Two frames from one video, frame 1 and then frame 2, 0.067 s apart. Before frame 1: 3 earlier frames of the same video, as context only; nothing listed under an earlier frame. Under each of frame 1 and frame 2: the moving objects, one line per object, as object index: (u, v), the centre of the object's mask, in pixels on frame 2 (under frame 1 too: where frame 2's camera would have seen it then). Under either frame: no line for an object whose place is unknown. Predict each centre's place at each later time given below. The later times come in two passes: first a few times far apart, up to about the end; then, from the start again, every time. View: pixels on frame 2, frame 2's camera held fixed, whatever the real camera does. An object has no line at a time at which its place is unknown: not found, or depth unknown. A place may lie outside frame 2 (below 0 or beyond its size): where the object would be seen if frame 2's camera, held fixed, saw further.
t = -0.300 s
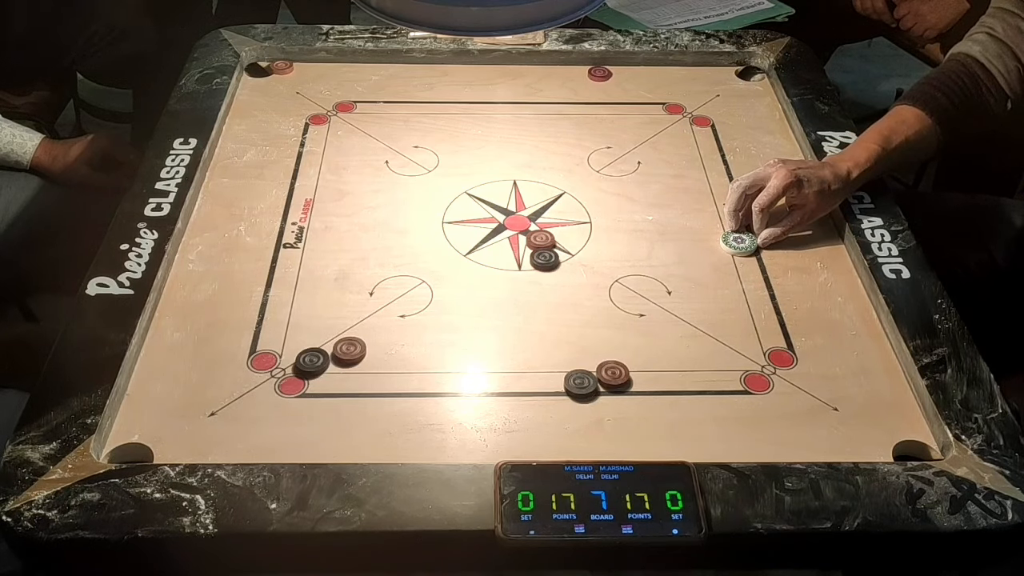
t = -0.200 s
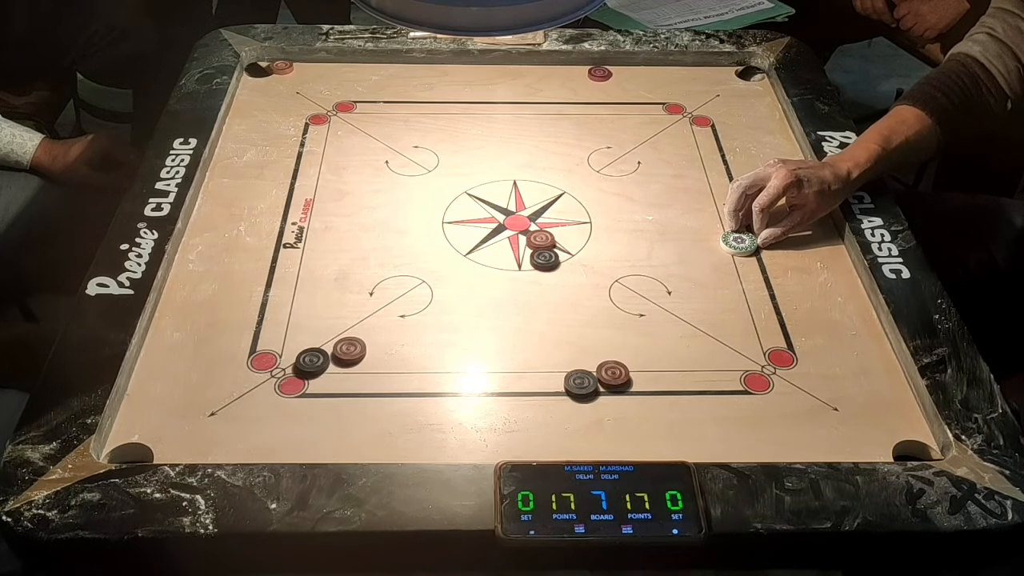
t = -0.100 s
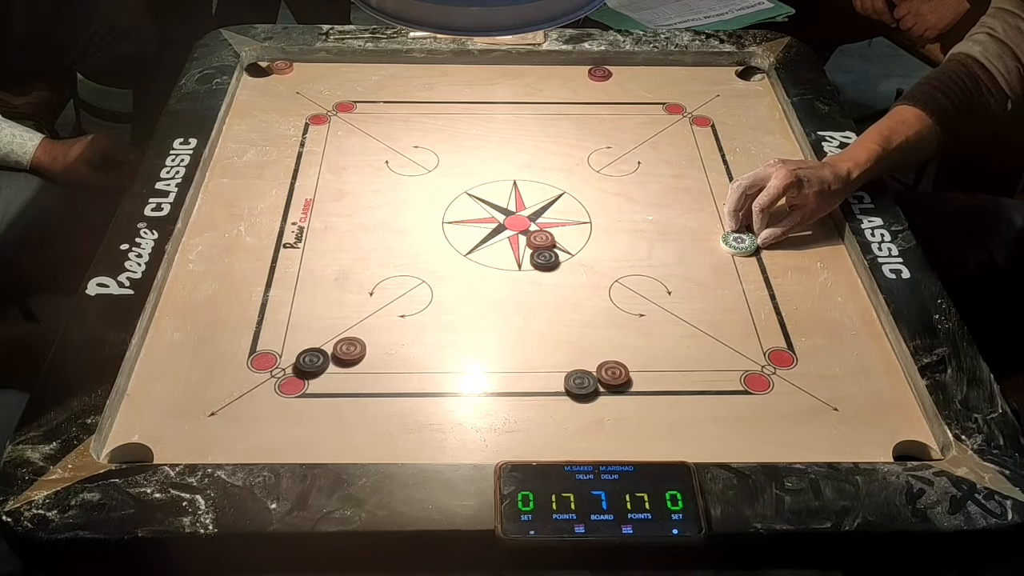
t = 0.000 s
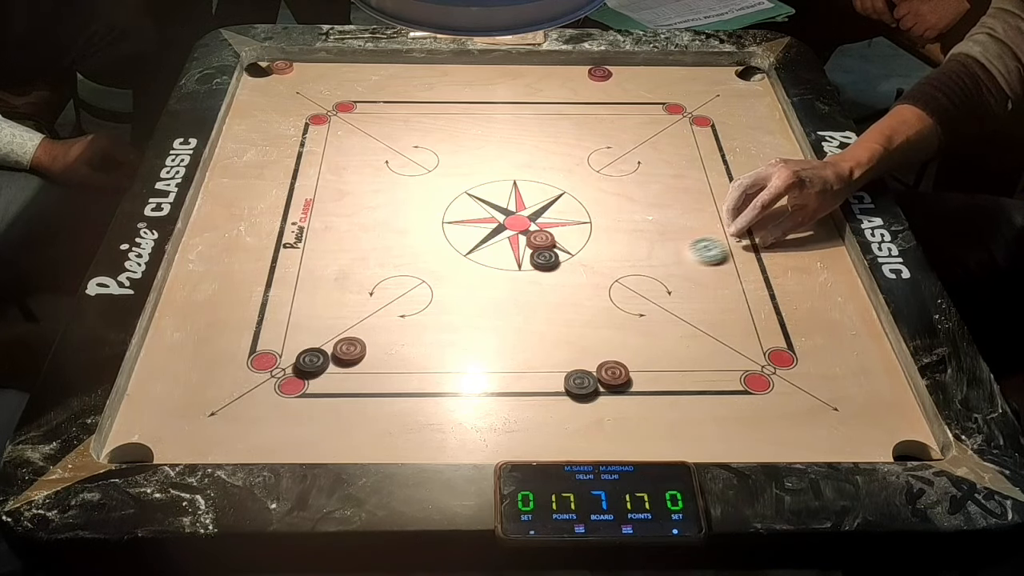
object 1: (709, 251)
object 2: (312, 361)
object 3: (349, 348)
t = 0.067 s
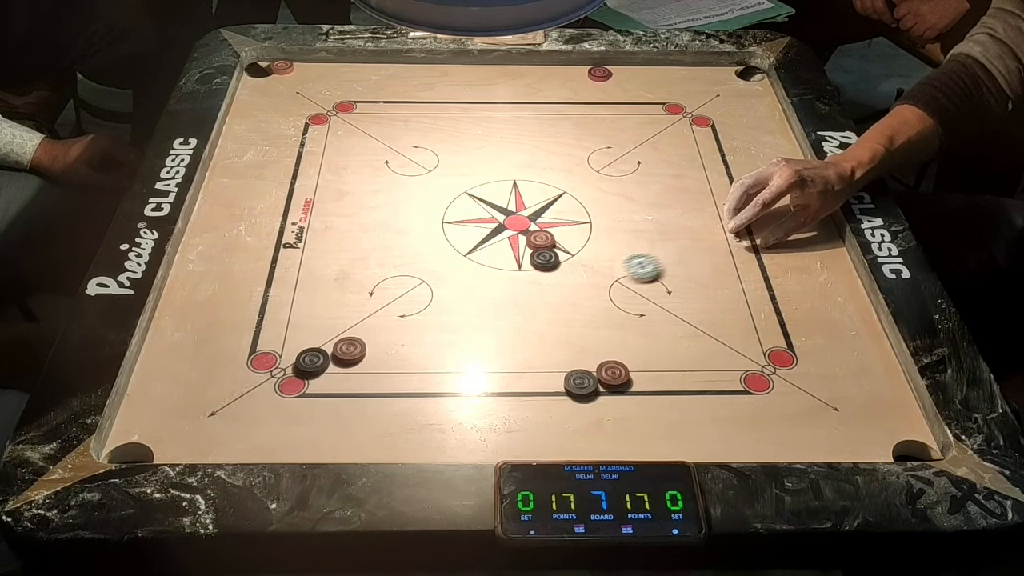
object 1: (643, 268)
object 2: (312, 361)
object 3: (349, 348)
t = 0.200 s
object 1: (517, 300)
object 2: (312, 361)
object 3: (349, 348)
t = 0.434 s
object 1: (360, 336)
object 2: (265, 379)
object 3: (333, 358)
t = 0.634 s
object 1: (340, 337)
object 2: (166, 414)
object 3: (319, 368)
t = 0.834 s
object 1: (340, 337)
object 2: (149, 421)
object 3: (319, 368)
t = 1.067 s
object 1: (340, 337)
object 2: (149, 422)
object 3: (319, 368)
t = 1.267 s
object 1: (340, 337)
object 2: (149, 422)
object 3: (320, 368)
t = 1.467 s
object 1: (340, 337)
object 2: (149, 422)
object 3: (320, 368)
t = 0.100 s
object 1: (610, 276)
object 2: (312, 361)
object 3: (349, 348)
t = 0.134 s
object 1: (579, 284)
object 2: (312, 361)
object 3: (349, 348)
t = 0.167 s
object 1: (548, 292)
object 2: (312, 361)
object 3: (349, 348)
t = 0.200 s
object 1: (517, 300)
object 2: (312, 361)
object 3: (349, 348)
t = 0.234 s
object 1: (488, 307)
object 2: (312, 361)
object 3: (349, 348)
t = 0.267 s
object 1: (460, 315)
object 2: (312, 361)
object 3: (349, 348)
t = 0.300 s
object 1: (433, 322)
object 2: (312, 361)
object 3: (349, 348)
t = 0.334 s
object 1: (406, 328)
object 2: (312, 361)
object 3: (349, 348)
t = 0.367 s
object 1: (383, 334)
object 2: (312, 361)
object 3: (349, 348)
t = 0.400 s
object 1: (370, 335)
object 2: (290, 369)
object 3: (341, 353)
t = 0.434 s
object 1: (360, 336)
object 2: (265, 379)
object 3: (333, 358)
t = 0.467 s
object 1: (353, 337)
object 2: (243, 386)
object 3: (327, 363)
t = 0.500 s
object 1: (347, 337)
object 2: (223, 393)
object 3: (323, 365)
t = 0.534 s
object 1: (344, 337)
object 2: (206, 399)
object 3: (320, 367)
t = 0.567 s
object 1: (341, 337)
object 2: (190, 405)
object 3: (319, 368)
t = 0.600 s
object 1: (340, 337)
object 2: (177, 410)
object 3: (319, 367)
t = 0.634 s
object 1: (340, 337)
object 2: (166, 414)
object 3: (319, 368)
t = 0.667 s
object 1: (340, 337)
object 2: (159, 417)
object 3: (319, 367)
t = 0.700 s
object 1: (340, 337)
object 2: (153, 420)
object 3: (320, 368)
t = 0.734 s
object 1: (340, 337)
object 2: (150, 421)
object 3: (319, 367)
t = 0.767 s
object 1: (340, 337)
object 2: (149, 421)
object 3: (319, 368)
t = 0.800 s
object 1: (340, 337)
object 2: (149, 421)
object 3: (320, 368)
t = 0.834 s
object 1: (340, 337)
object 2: (149, 421)
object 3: (319, 368)
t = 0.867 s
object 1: (340, 337)
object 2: (149, 421)
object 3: (319, 368)
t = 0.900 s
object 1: (340, 337)
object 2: (149, 422)
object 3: (319, 367)
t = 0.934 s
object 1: (340, 337)
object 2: (149, 421)
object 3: (319, 368)
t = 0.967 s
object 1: (340, 337)
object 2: (149, 422)
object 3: (319, 368)
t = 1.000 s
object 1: (340, 337)
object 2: (149, 422)
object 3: (319, 368)
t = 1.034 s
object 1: (340, 337)
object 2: (149, 422)
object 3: (319, 367)
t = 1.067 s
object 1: (340, 337)
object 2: (149, 422)
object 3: (319, 368)
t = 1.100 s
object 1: (340, 337)
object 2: (149, 421)
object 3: (320, 368)
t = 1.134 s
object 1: (340, 337)
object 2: (149, 422)
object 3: (320, 368)
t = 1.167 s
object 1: (340, 337)
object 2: (149, 422)
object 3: (320, 368)
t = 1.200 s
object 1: (340, 337)
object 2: (149, 421)
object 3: (320, 368)
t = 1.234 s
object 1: (340, 337)
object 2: (149, 422)
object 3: (320, 368)
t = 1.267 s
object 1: (340, 337)
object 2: (149, 422)
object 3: (320, 368)
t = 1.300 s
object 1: (340, 337)
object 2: (149, 422)
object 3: (320, 368)
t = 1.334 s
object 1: (340, 337)
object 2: (149, 421)
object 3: (320, 368)
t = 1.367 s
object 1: (340, 337)
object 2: (149, 422)
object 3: (320, 368)
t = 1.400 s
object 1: (340, 337)
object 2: (149, 422)
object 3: (320, 368)
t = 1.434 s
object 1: (340, 337)
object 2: (149, 421)
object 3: (320, 368)
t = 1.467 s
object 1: (340, 337)
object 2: (149, 422)
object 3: (320, 368)
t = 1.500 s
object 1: (340, 337)
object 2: (149, 422)
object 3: (320, 368)
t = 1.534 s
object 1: (340, 337)
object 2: (149, 422)
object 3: (320, 368)
